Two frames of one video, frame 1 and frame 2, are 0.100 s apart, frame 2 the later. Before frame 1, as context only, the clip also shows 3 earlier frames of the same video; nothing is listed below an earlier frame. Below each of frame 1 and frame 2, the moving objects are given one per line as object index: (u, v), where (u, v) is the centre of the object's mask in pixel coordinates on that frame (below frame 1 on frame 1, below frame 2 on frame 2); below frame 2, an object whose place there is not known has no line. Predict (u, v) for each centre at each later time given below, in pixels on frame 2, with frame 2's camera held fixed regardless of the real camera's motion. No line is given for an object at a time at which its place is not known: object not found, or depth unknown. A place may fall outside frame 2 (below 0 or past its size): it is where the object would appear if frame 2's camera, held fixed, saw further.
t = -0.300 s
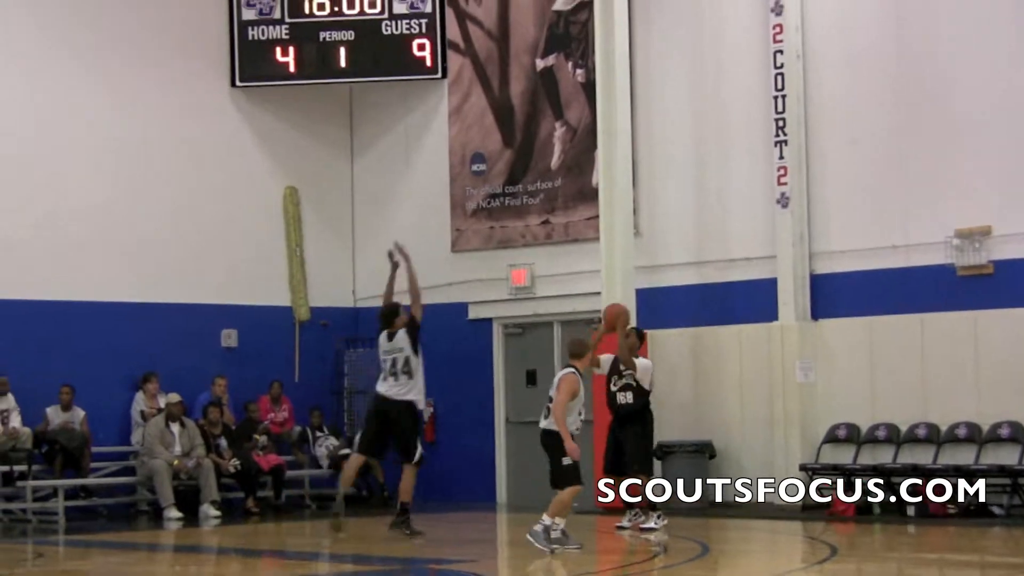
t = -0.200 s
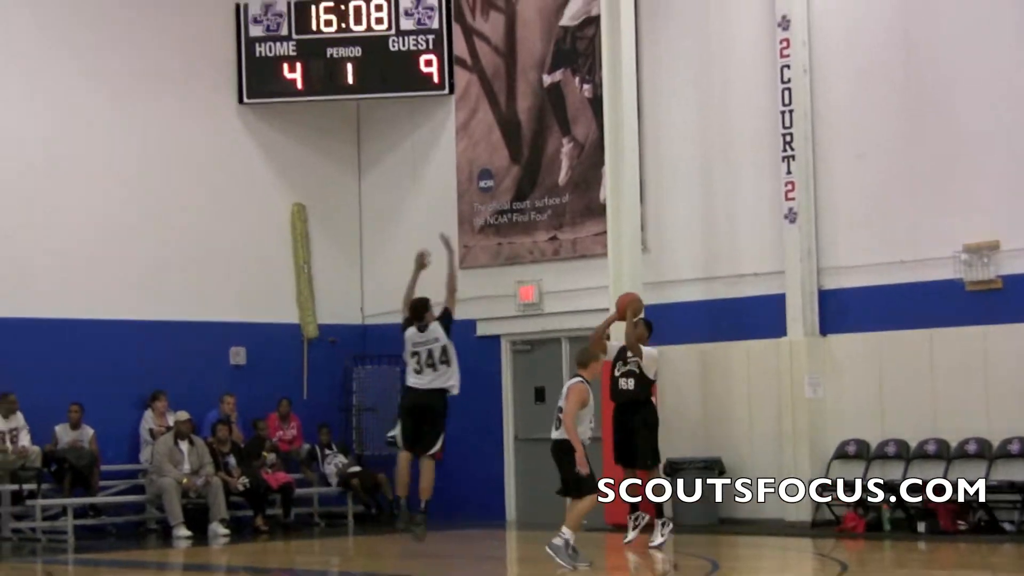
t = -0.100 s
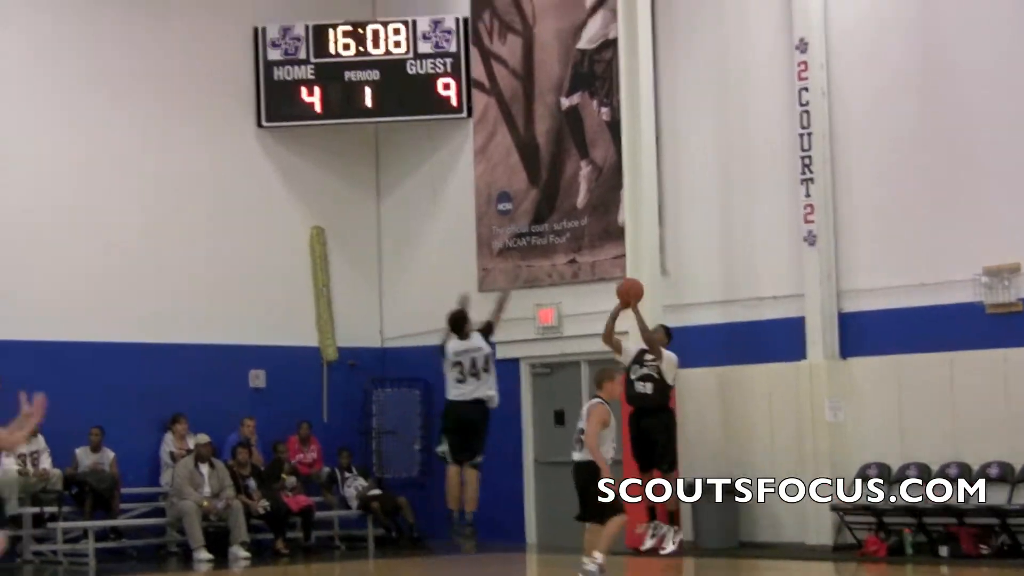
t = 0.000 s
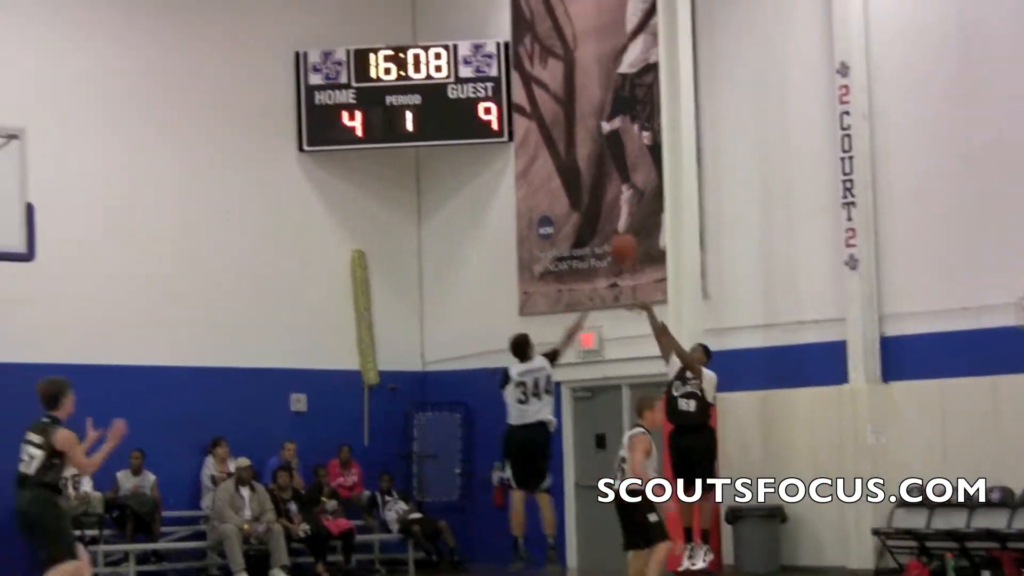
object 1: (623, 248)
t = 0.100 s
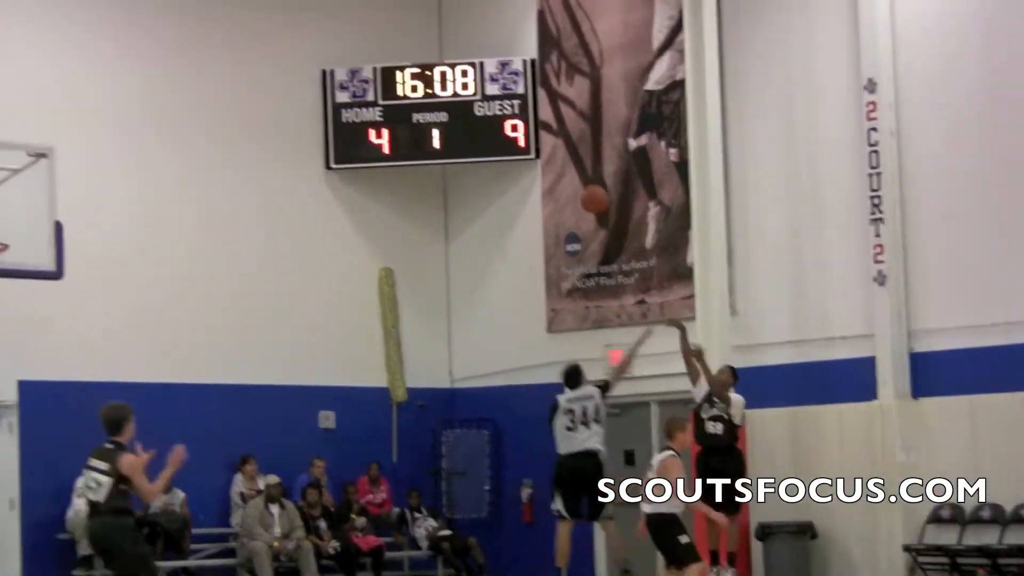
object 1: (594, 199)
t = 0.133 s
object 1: (576, 181)
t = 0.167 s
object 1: (556, 164)
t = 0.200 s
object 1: (538, 146)
